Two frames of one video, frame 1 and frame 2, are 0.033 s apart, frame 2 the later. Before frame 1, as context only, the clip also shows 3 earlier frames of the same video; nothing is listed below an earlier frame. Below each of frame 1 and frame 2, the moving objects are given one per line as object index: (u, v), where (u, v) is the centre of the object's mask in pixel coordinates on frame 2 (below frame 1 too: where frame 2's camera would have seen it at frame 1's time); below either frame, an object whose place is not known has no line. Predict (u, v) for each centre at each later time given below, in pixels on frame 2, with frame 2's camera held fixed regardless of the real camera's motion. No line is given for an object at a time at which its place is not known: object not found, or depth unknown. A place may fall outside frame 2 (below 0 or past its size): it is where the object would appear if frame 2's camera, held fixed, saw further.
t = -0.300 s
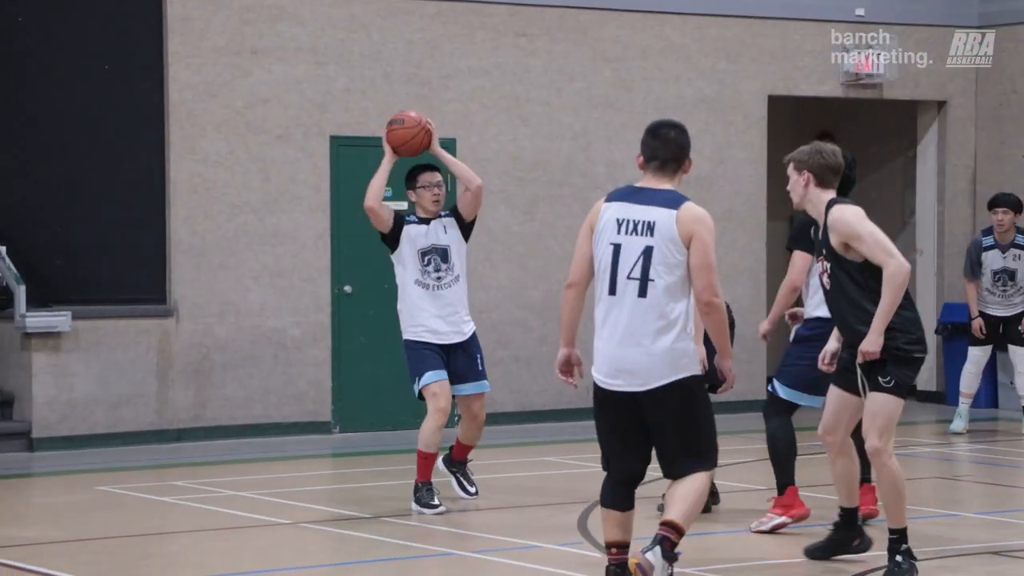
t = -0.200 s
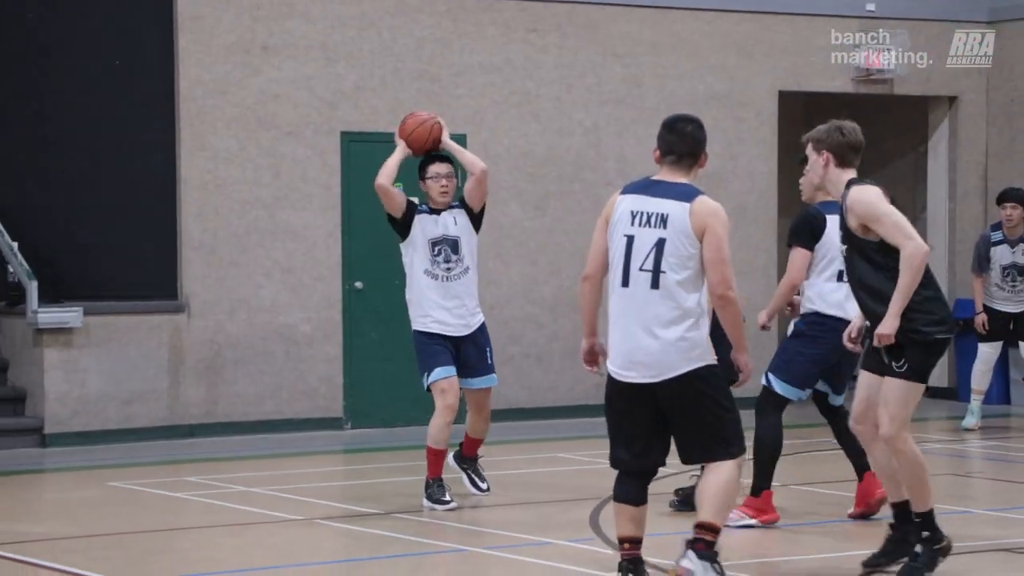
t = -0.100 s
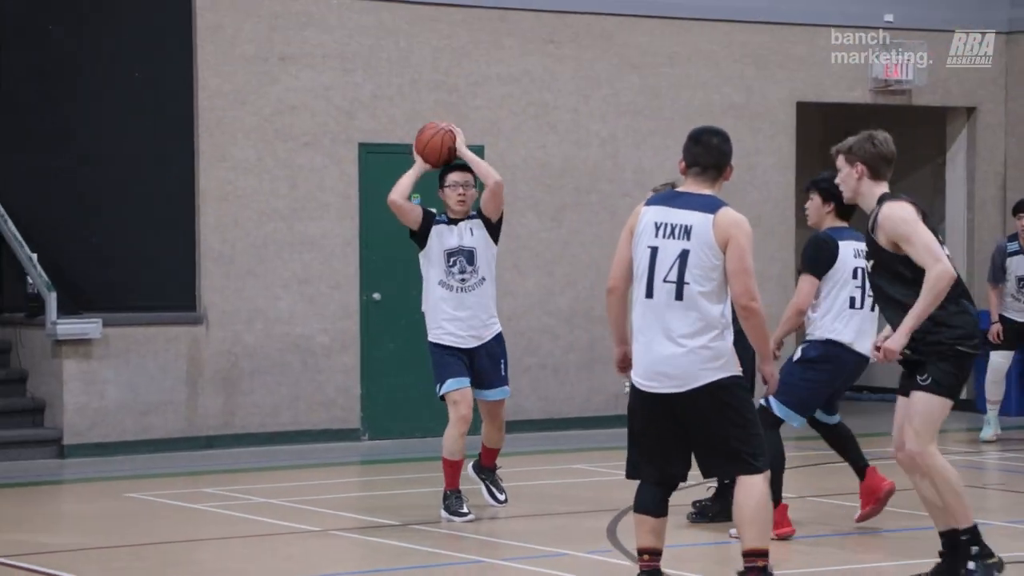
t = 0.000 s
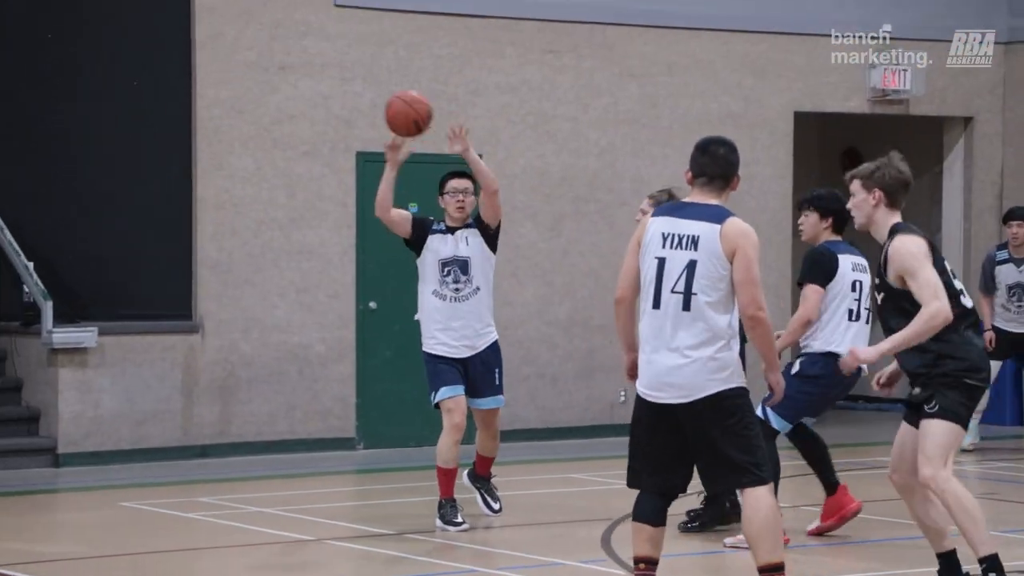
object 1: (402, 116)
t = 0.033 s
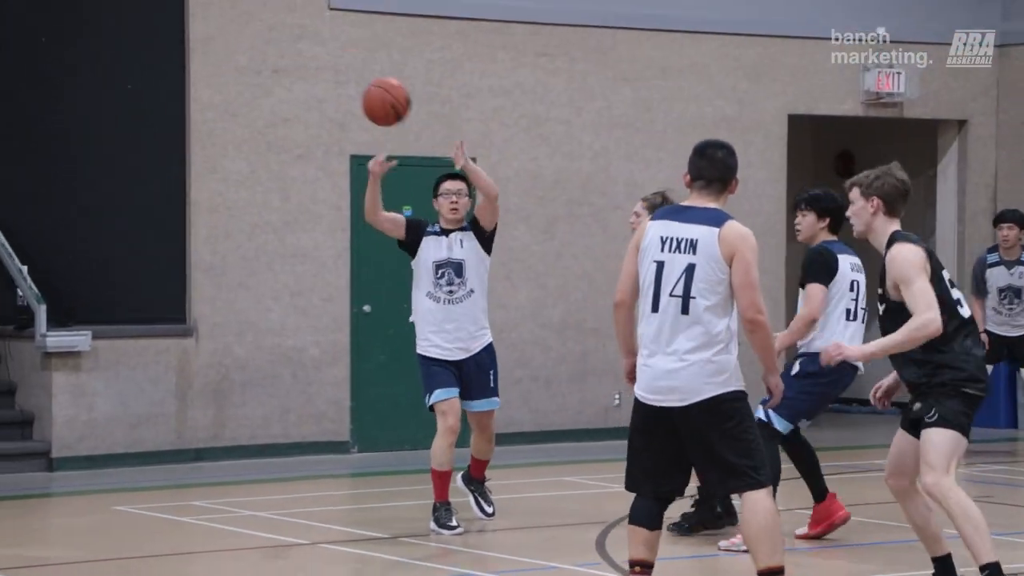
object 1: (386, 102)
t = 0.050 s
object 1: (379, 94)
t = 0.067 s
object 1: (369, 88)
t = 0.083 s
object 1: (361, 81)
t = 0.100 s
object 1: (353, 75)
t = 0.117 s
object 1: (343, 70)
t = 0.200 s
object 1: (294, 51)
